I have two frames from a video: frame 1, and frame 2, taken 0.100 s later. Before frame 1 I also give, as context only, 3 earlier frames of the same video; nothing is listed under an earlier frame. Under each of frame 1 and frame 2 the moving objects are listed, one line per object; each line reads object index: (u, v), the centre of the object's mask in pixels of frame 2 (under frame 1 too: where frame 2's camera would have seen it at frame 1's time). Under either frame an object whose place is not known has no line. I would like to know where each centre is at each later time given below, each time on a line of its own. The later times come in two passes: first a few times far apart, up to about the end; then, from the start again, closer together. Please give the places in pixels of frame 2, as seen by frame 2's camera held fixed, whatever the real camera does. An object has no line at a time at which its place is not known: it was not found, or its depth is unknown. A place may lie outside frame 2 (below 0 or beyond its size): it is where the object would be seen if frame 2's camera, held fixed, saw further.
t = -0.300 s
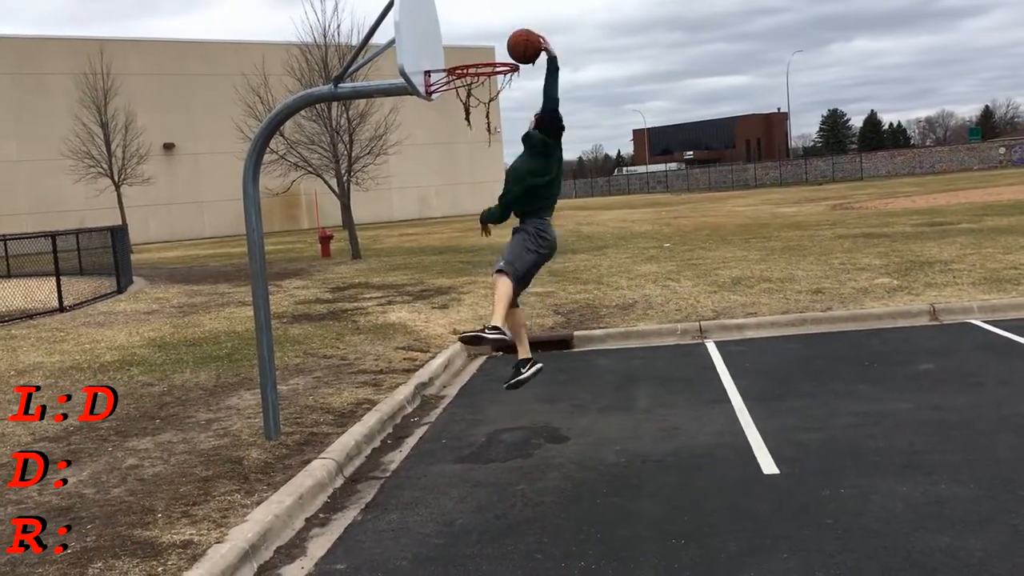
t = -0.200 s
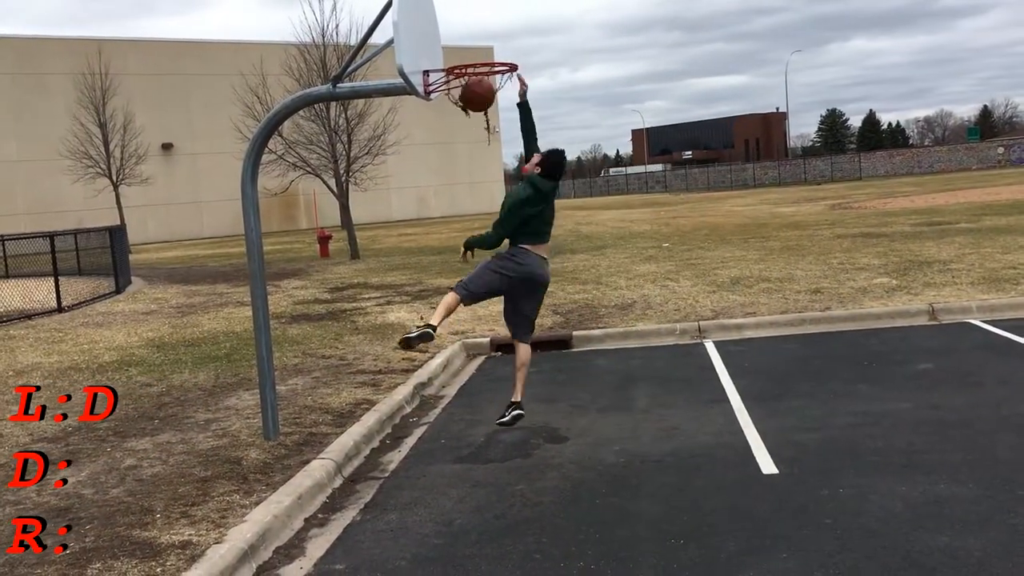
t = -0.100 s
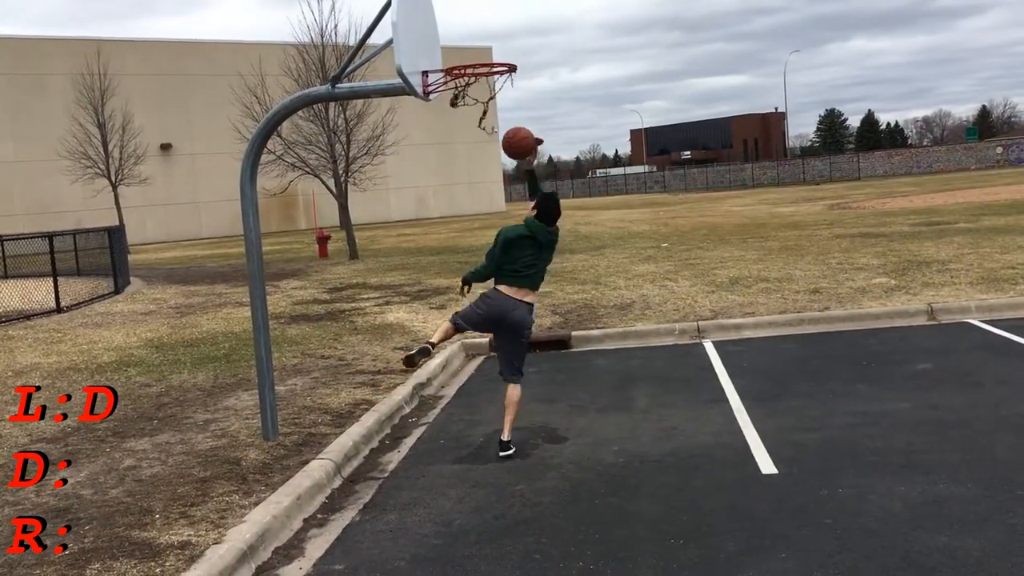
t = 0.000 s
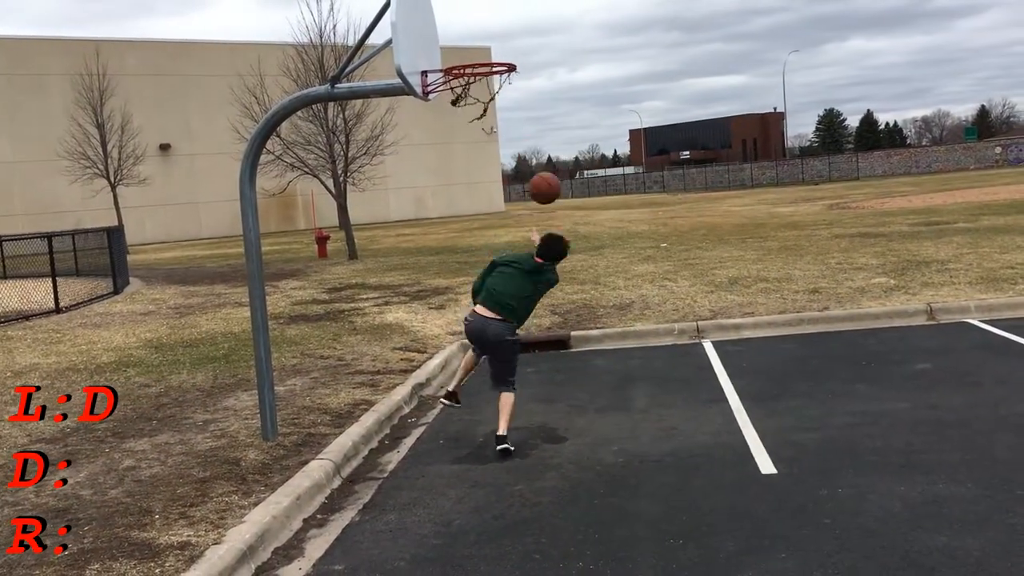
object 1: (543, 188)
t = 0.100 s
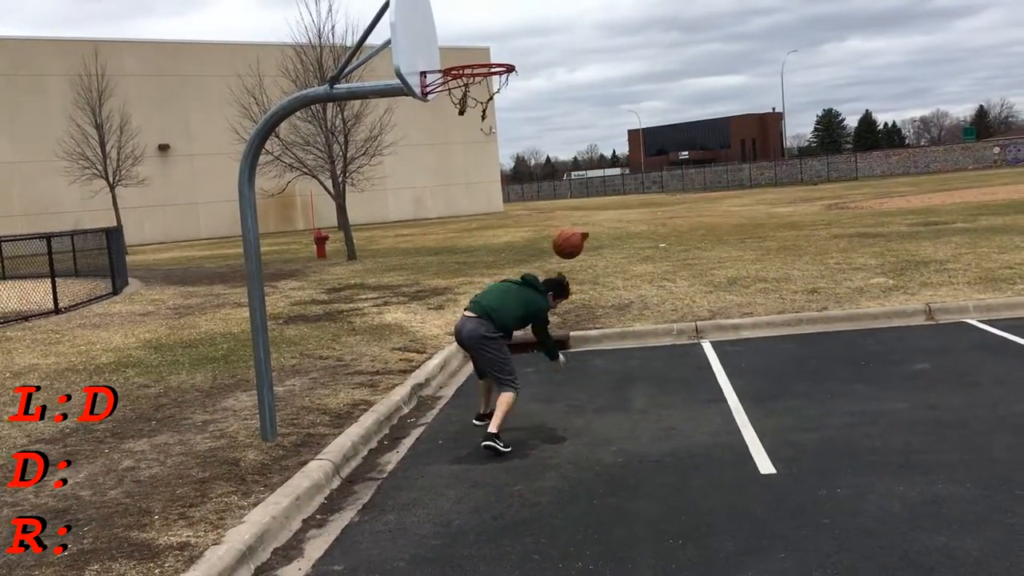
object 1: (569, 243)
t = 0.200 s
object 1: (589, 307)
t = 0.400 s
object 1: (623, 355)
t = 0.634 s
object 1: (653, 260)
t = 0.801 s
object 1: (674, 238)
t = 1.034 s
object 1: (700, 262)
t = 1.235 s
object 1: (721, 328)
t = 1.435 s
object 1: (735, 319)
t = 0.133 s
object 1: (575, 264)
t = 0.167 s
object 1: (582, 284)
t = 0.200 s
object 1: (589, 307)
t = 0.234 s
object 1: (596, 330)
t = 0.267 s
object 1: (603, 354)
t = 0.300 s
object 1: (609, 378)
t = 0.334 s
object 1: (615, 396)
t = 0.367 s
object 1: (619, 374)
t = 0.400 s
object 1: (623, 355)
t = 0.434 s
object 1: (628, 337)
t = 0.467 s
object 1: (632, 319)
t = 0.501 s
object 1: (637, 305)
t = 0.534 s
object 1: (641, 292)
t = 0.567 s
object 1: (645, 280)
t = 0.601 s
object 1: (649, 270)
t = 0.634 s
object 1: (653, 260)
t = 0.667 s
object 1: (658, 252)
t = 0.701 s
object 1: (661, 247)
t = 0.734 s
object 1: (666, 243)
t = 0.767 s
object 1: (670, 240)
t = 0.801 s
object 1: (674, 238)
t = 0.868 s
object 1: (681, 238)
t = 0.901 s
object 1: (685, 240)
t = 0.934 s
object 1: (689, 244)
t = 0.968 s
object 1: (693, 249)
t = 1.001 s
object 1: (697, 255)
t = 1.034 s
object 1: (700, 262)
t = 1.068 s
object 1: (704, 269)
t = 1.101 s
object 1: (708, 279)
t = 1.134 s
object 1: (711, 290)
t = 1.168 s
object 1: (714, 301)
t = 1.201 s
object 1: (718, 314)
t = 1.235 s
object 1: (721, 328)
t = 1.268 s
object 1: (725, 342)
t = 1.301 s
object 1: (728, 358)
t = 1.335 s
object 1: (730, 352)
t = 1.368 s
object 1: (732, 340)
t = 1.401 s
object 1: (734, 328)
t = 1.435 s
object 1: (735, 319)
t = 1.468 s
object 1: (737, 311)
